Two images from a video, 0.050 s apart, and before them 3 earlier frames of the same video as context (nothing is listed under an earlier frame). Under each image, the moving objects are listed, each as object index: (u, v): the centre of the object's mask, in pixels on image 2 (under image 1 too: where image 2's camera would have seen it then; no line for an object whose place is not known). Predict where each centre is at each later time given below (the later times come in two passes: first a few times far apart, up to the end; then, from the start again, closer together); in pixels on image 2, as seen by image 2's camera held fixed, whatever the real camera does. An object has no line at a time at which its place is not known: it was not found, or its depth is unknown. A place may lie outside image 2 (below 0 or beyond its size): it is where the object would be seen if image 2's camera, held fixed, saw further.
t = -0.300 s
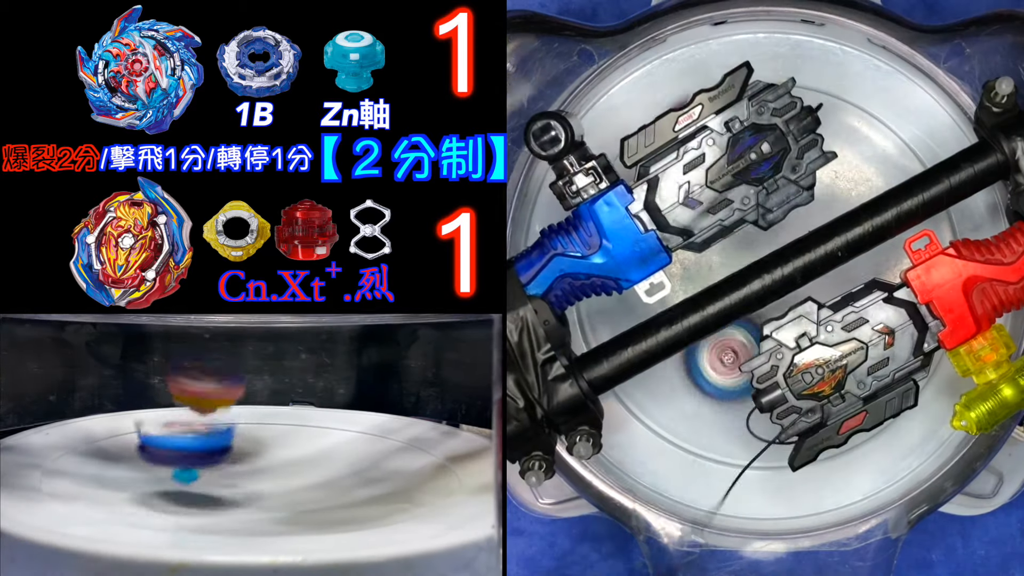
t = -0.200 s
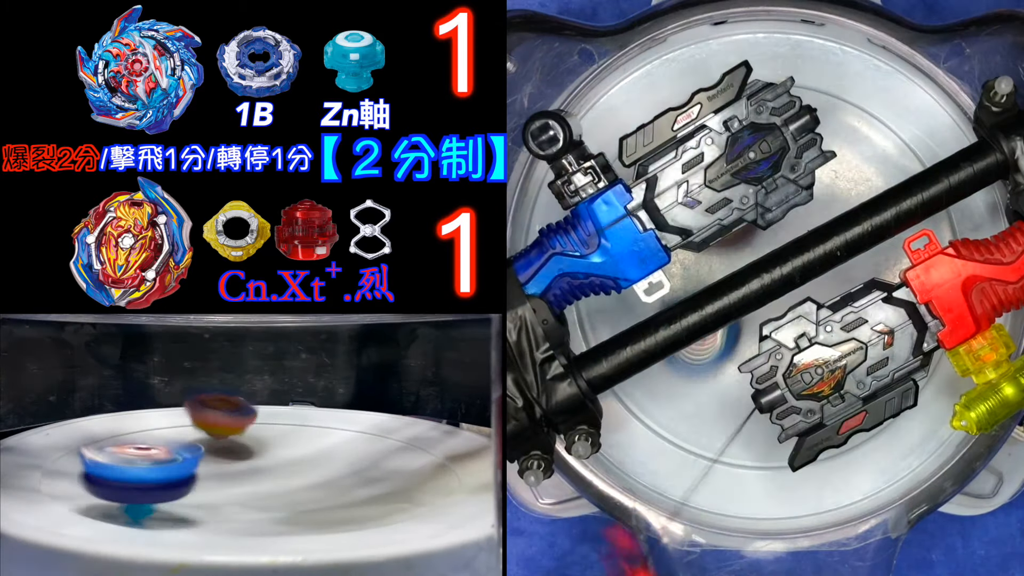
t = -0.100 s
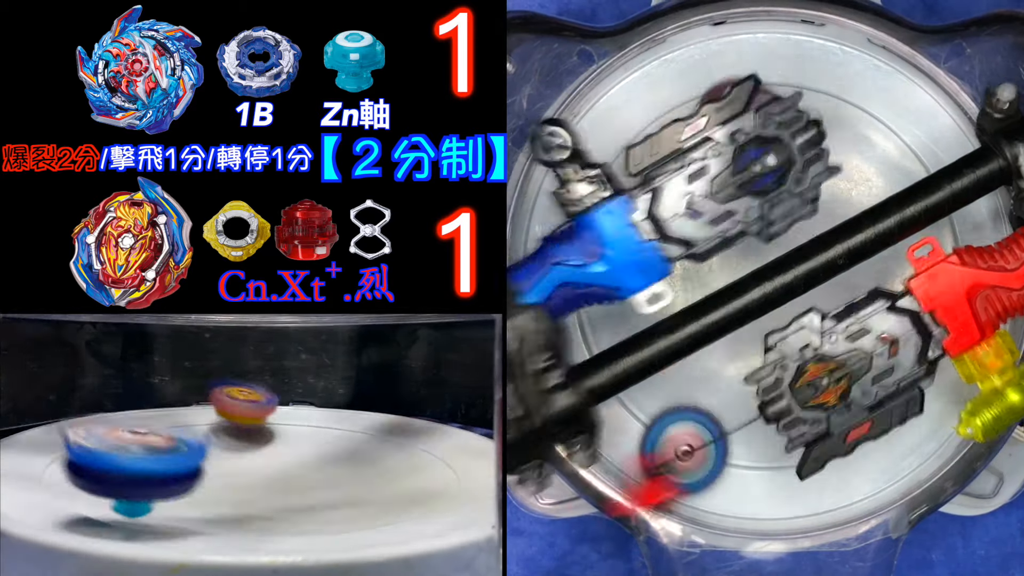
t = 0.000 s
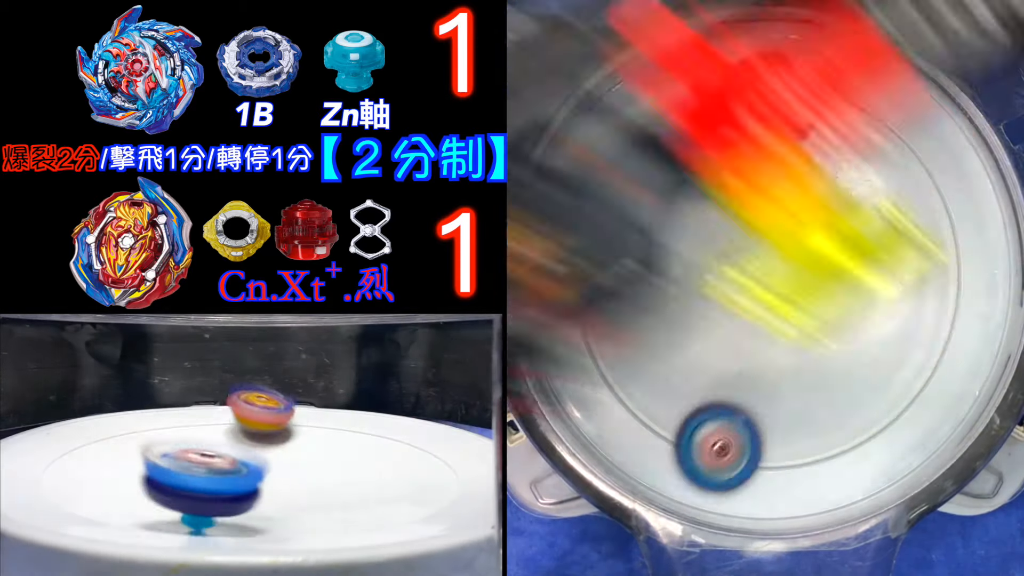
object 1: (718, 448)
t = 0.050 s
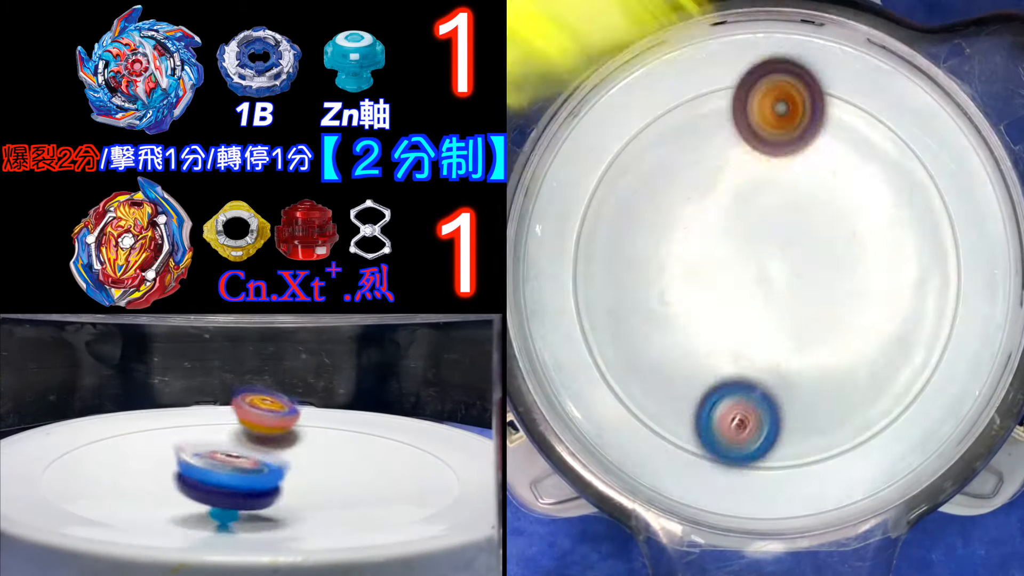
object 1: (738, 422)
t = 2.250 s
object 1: (839, 367)
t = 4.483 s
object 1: (721, 389)
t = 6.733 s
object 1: (861, 256)
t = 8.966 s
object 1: (765, 240)
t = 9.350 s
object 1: (798, 186)
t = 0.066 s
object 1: (743, 411)
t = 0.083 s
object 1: (749, 400)
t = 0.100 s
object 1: (754, 387)
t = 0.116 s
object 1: (758, 374)
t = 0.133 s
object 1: (762, 361)
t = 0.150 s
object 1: (766, 347)
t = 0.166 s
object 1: (770, 333)
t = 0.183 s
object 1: (773, 319)
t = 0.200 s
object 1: (777, 306)
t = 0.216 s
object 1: (780, 292)
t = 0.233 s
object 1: (783, 280)
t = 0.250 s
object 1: (789, 288)
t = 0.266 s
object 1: (794, 306)
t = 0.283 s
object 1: (800, 322)
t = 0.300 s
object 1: (805, 339)
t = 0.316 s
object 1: (810, 356)
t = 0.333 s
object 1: (814, 373)
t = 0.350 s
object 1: (818, 389)
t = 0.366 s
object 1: (820, 404)
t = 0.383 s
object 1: (822, 419)
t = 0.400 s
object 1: (823, 434)
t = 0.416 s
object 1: (822, 448)
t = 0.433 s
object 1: (821, 460)
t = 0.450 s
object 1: (818, 468)
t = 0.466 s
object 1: (814, 474)
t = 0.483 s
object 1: (810, 479)
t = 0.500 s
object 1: (805, 483)
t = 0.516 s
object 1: (800, 486)
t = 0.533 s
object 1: (794, 488)
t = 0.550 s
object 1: (789, 489)
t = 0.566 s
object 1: (782, 490)
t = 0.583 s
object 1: (775, 490)
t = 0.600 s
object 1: (768, 489)
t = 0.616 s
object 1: (761, 487)
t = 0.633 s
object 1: (753, 485)
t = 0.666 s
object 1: (737, 477)
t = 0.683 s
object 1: (729, 471)
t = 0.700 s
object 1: (721, 465)
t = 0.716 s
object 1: (713, 457)
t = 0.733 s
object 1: (705, 448)
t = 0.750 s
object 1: (698, 437)
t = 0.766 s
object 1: (691, 426)
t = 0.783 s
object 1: (684, 413)
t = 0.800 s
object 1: (677, 399)
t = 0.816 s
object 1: (672, 385)
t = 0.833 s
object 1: (667, 370)
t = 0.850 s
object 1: (663, 353)
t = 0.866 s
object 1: (661, 339)
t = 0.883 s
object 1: (660, 322)
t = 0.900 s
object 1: (660, 306)
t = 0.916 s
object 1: (661, 291)
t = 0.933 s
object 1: (664, 275)
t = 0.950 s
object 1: (668, 260)
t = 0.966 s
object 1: (673, 245)
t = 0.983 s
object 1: (680, 231)
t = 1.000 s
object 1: (687, 218)
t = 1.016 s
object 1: (696, 206)
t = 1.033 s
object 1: (706, 195)
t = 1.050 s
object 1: (717, 184)
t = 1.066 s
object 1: (729, 175)
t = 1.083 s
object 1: (742, 167)
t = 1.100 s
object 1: (756, 159)
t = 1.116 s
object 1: (771, 153)
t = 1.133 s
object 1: (787, 148)
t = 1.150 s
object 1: (802, 144)
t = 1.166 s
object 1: (818, 143)
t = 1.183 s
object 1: (834, 142)
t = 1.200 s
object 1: (850, 142)
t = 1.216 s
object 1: (865, 144)
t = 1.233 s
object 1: (879, 147)
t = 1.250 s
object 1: (894, 151)
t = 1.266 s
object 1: (907, 157)
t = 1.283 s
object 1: (919, 164)
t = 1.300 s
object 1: (929, 172)
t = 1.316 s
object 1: (934, 185)
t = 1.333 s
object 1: (938, 199)
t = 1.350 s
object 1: (941, 213)
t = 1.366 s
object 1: (943, 228)
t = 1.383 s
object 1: (943, 244)
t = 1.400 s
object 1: (942, 260)
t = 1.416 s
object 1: (940, 277)
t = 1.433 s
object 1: (937, 295)
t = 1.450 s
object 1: (933, 312)
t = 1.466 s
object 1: (928, 330)
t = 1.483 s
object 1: (922, 348)
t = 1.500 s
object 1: (915, 367)
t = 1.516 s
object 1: (908, 384)
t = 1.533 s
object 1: (900, 402)
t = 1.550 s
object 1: (891, 418)
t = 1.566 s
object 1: (876, 428)
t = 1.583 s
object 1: (858, 436)
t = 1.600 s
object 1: (841, 442)
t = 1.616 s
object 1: (823, 447)
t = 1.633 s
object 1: (804, 450)
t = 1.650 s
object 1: (786, 452)
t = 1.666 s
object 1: (768, 453)
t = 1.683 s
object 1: (751, 453)
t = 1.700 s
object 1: (734, 450)
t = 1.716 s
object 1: (718, 446)
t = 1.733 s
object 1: (703, 441)
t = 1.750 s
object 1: (689, 434)
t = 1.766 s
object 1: (676, 425)
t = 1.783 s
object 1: (663, 415)
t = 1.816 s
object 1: (643, 391)
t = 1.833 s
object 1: (635, 376)
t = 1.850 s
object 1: (629, 362)
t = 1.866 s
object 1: (623, 346)
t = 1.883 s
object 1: (619, 334)
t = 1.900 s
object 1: (618, 346)
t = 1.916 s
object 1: (616, 366)
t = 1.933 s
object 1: (616, 385)
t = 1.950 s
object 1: (626, 396)
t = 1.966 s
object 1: (638, 404)
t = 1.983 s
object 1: (650, 411)
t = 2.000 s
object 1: (663, 417)
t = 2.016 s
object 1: (677, 421)
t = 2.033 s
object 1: (690, 424)
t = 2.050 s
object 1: (704, 426)
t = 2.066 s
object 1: (717, 427)
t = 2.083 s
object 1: (730, 427)
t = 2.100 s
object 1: (743, 425)
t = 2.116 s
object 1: (757, 422)
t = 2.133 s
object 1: (769, 418)
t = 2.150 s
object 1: (781, 413)
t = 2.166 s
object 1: (792, 406)
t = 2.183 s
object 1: (803, 400)
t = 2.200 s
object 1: (813, 393)
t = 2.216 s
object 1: (822, 384)
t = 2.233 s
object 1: (831, 376)
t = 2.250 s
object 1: (839, 367)
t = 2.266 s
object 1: (846, 358)
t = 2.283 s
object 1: (853, 349)
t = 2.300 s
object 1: (859, 339)
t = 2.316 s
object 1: (864, 330)
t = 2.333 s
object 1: (869, 321)
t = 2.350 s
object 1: (873, 321)
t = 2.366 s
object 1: (878, 335)
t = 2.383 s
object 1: (882, 349)
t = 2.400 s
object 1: (885, 363)
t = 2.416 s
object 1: (887, 377)
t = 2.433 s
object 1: (888, 390)
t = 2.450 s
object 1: (888, 404)
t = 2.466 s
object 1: (888, 417)
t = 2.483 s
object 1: (886, 428)
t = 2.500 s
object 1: (882, 439)
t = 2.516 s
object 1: (877, 447)
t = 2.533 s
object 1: (871, 456)
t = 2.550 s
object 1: (865, 465)
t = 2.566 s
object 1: (859, 471)
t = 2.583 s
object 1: (852, 477)
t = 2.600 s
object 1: (845, 483)
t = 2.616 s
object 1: (837, 488)
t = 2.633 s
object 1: (829, 492)
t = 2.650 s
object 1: (821, 496)
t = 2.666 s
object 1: (813, 497)
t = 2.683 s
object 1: (804, 498)
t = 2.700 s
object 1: (795, 497)
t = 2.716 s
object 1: (785, 497)
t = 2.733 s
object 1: (775, 496)
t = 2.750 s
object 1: (765, 494)
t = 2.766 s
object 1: (755, 491)
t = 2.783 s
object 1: (745, 487)
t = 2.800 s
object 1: (734, 483)
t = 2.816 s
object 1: (724, 477)
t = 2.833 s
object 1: (714, 470)
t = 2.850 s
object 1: (704, 463)
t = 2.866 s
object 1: (696, 455)
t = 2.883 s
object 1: (688, 447)
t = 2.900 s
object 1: (680, 437)
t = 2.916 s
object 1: (673, 426)
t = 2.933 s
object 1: (667, 414)
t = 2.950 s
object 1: (662, 401)
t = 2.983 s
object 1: (684, 408)
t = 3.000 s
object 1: (699, 414)
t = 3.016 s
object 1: (712, 417)
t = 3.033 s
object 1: (726, 421)
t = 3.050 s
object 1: (739, 422)
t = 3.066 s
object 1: (752, 423)
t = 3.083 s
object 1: (765, 422)
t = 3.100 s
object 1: (778, 421)
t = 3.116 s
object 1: (789, 419)
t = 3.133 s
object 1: (800, 416)
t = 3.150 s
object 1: (811, 412)
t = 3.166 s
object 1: (821, 408)
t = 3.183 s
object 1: (831, 403)
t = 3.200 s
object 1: (840, 398)
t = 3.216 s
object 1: (849, 393)
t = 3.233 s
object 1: (858, 386)
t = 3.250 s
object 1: (866, 379)
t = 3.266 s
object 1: (873, 371)
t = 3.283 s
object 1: (879, 364)
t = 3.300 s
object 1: (885, 356)
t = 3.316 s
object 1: (890, 347)
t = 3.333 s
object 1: (894, 338)
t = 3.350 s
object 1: (897, 329)
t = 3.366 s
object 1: (899, 319)
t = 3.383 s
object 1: (901, 309)
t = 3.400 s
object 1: (901, 300)
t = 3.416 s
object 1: (901, 290)
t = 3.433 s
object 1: (900, 281)
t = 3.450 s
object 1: (898, 271)
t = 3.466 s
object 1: (895, 262)
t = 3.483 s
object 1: (891, 253)
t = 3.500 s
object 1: (887, 245)
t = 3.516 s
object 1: (882, 238)
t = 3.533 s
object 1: (876, 230)
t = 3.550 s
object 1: (869, 224)
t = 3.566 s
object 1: (863, 218)
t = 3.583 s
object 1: (864, 210)
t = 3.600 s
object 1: (875, 199)
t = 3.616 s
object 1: (886, 189)
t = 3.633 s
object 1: (896, 180)
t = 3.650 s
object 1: (904, 173)
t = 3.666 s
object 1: (911, 167)
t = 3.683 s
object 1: (917, 161)
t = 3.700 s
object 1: (922, 156)
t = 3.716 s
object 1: (927, 152)
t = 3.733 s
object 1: (931, 150)
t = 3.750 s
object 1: (934, 148)
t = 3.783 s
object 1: (935, 150)
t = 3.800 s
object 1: (932, 154)
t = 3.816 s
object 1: (930, 159)
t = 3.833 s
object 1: (926, 164)
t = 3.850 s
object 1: (922, 171)
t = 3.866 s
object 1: (918, 179)
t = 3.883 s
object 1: (912, 188)
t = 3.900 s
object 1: (905, 197)
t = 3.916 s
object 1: (897, 207)
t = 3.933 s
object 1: (888, 218)
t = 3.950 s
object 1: (878, 232)
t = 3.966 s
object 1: (868, 244)
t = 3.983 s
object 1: (859, 258)
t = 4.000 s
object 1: (849, 271)
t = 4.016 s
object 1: (839, 286)
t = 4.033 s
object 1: (830, 300)
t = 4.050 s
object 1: (821, 314)
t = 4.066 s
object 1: (813, 329)
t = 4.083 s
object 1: (804, 344)
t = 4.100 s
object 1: (797, 357)
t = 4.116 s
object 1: (791, 370)
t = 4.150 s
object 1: (780, 391)
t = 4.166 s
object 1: (775, 398)
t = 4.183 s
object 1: (771, 405)
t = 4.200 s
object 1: (767, 410)
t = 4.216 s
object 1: (764, 414)
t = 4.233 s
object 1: (760, 417)
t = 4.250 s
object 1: (755, 420)
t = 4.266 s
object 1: (751, 422)
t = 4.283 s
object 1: (748, 423)
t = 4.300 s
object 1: (744, 423)
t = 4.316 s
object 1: (741, 422)
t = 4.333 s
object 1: (737, 421)
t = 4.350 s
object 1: (734, 419)
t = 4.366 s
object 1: (732, 417)
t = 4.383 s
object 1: (729, 414)
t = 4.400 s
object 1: (727, 411)
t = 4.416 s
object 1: (725, 407)
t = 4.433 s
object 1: (723, 403)
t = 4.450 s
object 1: (722, 398)
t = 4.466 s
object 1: (721, 394)
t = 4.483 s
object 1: (721, 389)
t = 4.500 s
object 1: (721, 385)
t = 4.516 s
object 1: (721, 380)
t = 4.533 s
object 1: (722, 375)
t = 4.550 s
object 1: (723, 371)
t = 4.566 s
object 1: (726, 366)
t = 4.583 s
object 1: (728, 362)
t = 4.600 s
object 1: (732, 358)
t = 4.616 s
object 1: (735, 355)
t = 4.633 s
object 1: (740, 352)
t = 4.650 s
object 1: (744, 349)
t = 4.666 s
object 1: (749, 347)
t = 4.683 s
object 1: (754, 344)
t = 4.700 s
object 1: (759, 342)
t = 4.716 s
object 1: (764, 340)
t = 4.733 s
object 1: (770, 338)
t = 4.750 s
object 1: (775, 337)
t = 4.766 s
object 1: (780, 336)
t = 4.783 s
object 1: (786, 334)
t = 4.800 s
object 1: (792, 333)
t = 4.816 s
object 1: (797, 332)
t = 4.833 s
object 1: (803, 332)
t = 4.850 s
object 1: (808, 331)
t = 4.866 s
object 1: (814, 330)
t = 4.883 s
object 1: (819, 330)
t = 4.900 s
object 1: (824, 329)
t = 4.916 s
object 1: (829, 328)
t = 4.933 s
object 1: (833, 327)
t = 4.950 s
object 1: (838, 326)
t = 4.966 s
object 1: (842, 326)
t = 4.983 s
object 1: (845, 326)
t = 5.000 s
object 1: (849, 325)
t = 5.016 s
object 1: (852, 325)
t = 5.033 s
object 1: (856, 326)
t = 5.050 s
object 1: (859, 327)
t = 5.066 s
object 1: (862, 327)
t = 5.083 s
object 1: (865, 328)
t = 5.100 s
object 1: (868, 329)
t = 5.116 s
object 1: (871, 330)
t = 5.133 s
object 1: (873, 330)
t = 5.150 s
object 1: (875, 330)
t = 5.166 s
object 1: (876, 331)
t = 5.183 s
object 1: (876, 331)
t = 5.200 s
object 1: (876, 330)
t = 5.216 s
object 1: (876, 330)
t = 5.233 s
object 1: (875, 330)
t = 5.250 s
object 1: (874, 329)
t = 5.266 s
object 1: (872, 328)
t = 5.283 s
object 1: (870, 327)
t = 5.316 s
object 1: (866, 325)
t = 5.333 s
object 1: (863, 323)
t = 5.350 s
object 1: (861, 321)
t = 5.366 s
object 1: (859, 320)
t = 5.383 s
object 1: (857, 318)
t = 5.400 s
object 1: (855, 316)
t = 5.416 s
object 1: (857, 320)
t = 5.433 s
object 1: (863, 328)
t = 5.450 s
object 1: (867, 336)
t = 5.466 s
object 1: (871, 342)
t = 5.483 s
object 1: (873, 348)
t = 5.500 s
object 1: (875, 353)
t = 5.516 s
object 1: (877, 358)
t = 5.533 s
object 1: (877, 364)
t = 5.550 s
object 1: (877, 368)
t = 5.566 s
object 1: (876, 373)
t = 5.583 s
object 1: (874, 377)
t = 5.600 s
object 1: (871, 381)
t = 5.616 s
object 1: (867, 384)
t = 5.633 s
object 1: (861, 386)
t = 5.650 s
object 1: (855, 387)
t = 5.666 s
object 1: (848, 387)
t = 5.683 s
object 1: (840, 385)
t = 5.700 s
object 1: (832, 382)
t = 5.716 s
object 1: (824, 378)
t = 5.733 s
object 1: (816, 372)
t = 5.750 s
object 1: (809, 365)
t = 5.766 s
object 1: (801, 358)
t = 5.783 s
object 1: (795, 350)
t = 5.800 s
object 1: (791, 344)
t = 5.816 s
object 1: (793, 345)
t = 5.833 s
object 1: (796, 346)
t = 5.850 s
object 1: (799, 347)
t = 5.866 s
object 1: (801, 347)
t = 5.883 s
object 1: (803, 346)
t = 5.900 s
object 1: (805, 345)
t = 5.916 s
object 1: (807, 344)
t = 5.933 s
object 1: (809, 342)
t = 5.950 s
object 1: (811, 340)
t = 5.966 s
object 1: (814, 337)
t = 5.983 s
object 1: (816, 335)
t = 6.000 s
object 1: (818, 332)
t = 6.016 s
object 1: (820, 329)
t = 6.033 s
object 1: (822, 326)
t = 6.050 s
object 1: (824, 323)
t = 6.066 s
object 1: (826, 320)
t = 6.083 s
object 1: (828, 317)
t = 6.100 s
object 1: (830, 315)
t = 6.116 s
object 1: (832, 312)
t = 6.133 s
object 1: (834, 309)
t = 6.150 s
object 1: (836, 306)
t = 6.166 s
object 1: (838, 304)
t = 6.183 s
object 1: (839, 301)
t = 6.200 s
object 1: (841, 298)
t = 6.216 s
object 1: (843, 296)
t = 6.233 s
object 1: (844, 293)
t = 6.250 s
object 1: (846, 292)
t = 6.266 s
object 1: (848, 290)
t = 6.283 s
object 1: (850, 288)
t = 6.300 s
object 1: (852, 286)
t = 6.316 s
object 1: (854, 285)
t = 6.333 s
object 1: (856, 284)
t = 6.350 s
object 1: (859, 282)
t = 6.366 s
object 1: (860, 280)
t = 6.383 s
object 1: (861, 279)
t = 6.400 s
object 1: (862, 279)
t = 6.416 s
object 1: (863, 278)
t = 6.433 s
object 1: (864, 277)
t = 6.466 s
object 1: (866, 277)
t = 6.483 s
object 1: (866, 276)
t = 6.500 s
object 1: (866, 276)
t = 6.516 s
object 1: (865, 276)
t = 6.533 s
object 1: (865, 275)
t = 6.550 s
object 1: (864, 274)
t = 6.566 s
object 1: (866, 272)
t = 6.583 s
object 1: (868, 270)
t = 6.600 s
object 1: (869, 268)
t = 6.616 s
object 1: (870, 266)
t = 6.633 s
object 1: (870, 264)
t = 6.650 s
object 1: (869, 262)
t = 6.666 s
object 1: (868, 260)
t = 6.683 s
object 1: (866, 259)
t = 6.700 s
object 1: (865, 258)
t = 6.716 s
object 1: (863, 257)
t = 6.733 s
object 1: (861, 256)
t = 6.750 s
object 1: (859, 254)
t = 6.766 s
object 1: (856, 252)
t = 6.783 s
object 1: (854, 250)
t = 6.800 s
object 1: (852, 248)
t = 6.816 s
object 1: (850, 246)
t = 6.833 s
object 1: (847, 245)
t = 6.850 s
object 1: (845, 243)
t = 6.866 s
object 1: (843, 240)
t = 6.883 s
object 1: (840, 238)
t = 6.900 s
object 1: (838, 236)
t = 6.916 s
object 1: (835, 233)
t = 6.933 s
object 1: (833, 230)
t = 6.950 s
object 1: (830, 228)
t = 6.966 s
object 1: (827, 225)
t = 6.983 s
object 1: (825, 222)
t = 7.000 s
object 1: (823, 219)
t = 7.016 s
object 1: (820, 217)
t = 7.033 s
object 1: (818, 214)
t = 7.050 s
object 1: (816, 211)
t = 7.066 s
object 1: (815, 209)
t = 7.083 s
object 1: (813, 206)
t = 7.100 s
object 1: (811, 204)
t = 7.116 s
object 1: (809, 203)
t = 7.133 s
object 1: (807, 201)
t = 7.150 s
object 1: (805, 200)
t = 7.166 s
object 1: (804, 199)
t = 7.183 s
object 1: (802, 198)
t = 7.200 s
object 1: (800, 197)
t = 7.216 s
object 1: (798, 197)
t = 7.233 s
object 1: (796, 195)
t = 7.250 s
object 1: (794, 192)
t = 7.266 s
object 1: (793, 188)
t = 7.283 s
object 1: (791, 185)
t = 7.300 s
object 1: (790, 183)
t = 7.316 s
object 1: (789, 181)
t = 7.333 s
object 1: (788, 180)
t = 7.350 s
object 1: (788, 179)
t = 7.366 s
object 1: (787, 179)
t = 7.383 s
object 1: (787, 179)
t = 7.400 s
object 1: (785, 179)
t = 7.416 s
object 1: (783, 180)
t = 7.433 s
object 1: (782, 181)
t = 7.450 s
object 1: (780, 181)
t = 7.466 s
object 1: (779, 170)
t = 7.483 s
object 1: (779, 156)
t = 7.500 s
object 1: (779, 144)
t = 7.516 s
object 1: (779, 134)
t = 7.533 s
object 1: (778, 127)
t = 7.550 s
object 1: (778, 122)
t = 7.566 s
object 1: (779, 119)
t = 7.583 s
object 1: (779, 118)
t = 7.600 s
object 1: (780, 118)
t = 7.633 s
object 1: (784, 120)
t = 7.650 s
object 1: (785, 121)
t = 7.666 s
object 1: (787, 123)
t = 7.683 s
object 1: (788, 126)
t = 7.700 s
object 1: (789, 128)
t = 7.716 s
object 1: (790, 130)
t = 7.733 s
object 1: (791, 133)
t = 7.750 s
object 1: (790, 135)
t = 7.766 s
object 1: (790, 138)
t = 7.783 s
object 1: (789, 140)
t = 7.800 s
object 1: (788, 141)
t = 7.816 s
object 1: (787, 143)
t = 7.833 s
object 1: (785, 144)
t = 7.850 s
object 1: (784, 146)
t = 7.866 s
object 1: (782, 147)
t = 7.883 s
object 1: (781, 150)
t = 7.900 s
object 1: (780, 152)
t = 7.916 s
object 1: (779, 154)
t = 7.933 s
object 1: (778, 156)
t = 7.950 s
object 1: (777, 158)
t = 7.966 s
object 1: (777, 160)
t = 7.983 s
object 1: (776, 161)
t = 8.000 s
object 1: (776, 163)
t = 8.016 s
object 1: (775, 165)
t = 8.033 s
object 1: (773, 168)
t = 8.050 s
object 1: (772, 171)
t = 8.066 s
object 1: (770, 175)
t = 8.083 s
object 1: (768, 179)
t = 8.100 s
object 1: (766, 183)
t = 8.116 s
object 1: (764, 186)
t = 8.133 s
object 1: (762, 189)
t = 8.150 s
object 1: (761, 192)
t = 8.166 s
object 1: (758, 186)
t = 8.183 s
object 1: (754, 169)
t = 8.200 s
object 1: (750, 154)
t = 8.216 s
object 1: (746, 141)
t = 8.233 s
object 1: (743, 130)
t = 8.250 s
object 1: (739, 122)
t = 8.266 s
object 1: (736, 115)
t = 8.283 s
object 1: (734, 110)
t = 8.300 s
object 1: (732, 108)
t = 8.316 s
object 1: (732, 107)
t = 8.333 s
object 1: (732, 108)
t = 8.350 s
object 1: (734, 110)
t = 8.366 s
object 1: (736, 112)
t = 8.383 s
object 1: (738, 116)
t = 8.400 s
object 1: (741, 119)
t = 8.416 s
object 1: (744, 123)
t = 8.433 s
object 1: (746, 128)
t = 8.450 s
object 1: (748, 133)
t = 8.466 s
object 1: (750, 138)
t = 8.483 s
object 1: (751, 143)
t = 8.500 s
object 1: (753, 147)
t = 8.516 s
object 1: (754, 151)
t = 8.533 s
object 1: (755, 155)
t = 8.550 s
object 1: (756, 159)
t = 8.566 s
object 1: (757, 162)
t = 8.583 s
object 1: (757, 165)
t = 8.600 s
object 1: (758, 168)
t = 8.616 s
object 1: (758, 170)
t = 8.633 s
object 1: (758, 173)
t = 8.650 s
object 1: (759, 175)
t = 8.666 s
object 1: (759, 178)
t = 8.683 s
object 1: (759, 181)
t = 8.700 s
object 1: (759, 183)
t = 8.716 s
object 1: (760, 186)
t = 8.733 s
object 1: (760, 189)
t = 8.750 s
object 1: (760, 192)
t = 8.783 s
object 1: (760, 198)
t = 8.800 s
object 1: (760, 201)
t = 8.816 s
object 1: (761, 204)
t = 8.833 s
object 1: (761, 208)
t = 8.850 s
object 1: (761, 211)
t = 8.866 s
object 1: (762, 214)
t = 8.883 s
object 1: (762, 217)
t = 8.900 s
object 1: (763, 221)
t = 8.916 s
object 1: (763, 225)
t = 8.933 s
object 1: (764, 230)
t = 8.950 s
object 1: (764, 234)
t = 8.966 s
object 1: (765, 240)
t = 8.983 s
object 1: (766, 245)
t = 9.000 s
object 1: (767, 250)
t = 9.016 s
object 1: (767, 256)
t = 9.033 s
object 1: (768, 263)
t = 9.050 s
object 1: (768, 270)
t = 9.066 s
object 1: (769, 267)
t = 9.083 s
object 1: (772, 253)
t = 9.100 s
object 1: (775, 241)
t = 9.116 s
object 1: (779, 227)
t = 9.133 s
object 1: (782, 216)
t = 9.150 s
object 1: (784, 205)
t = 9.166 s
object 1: (786, 196)
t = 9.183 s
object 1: (788, 189)
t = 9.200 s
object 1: (789, 183)
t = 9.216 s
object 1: (790, 180)
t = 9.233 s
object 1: (791, 178)
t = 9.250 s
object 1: (791, 178)
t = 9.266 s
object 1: (792, 179)
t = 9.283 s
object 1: (793, 180)
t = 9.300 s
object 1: (794, 181)
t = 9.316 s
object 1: (795, 183)
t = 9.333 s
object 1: (797, 184)
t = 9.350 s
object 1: (798, 186)
